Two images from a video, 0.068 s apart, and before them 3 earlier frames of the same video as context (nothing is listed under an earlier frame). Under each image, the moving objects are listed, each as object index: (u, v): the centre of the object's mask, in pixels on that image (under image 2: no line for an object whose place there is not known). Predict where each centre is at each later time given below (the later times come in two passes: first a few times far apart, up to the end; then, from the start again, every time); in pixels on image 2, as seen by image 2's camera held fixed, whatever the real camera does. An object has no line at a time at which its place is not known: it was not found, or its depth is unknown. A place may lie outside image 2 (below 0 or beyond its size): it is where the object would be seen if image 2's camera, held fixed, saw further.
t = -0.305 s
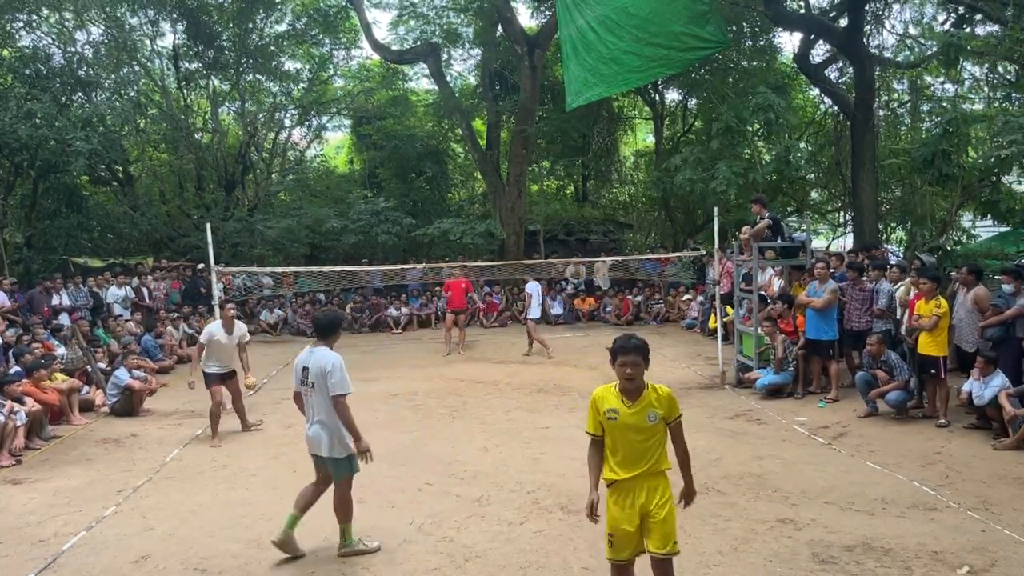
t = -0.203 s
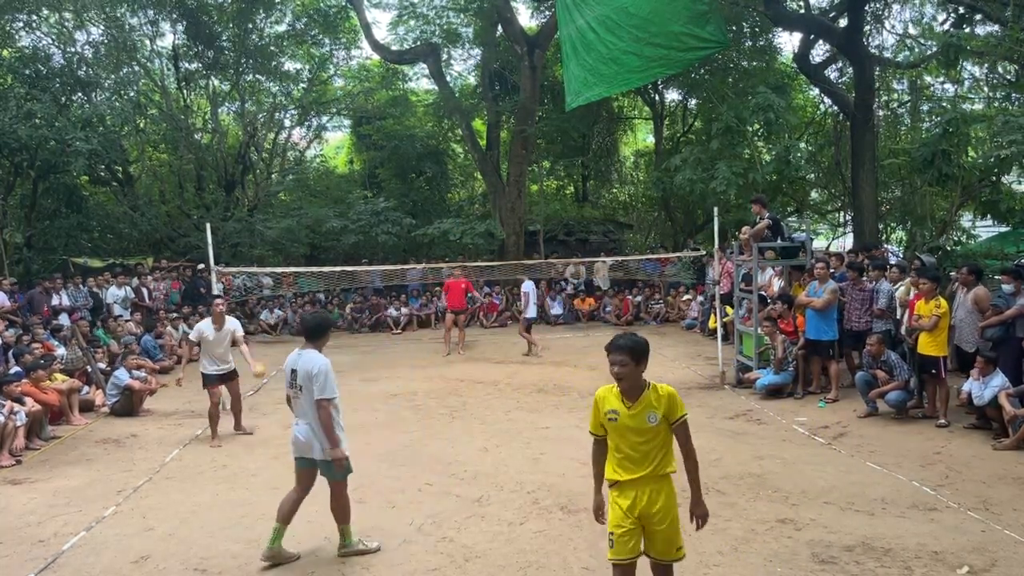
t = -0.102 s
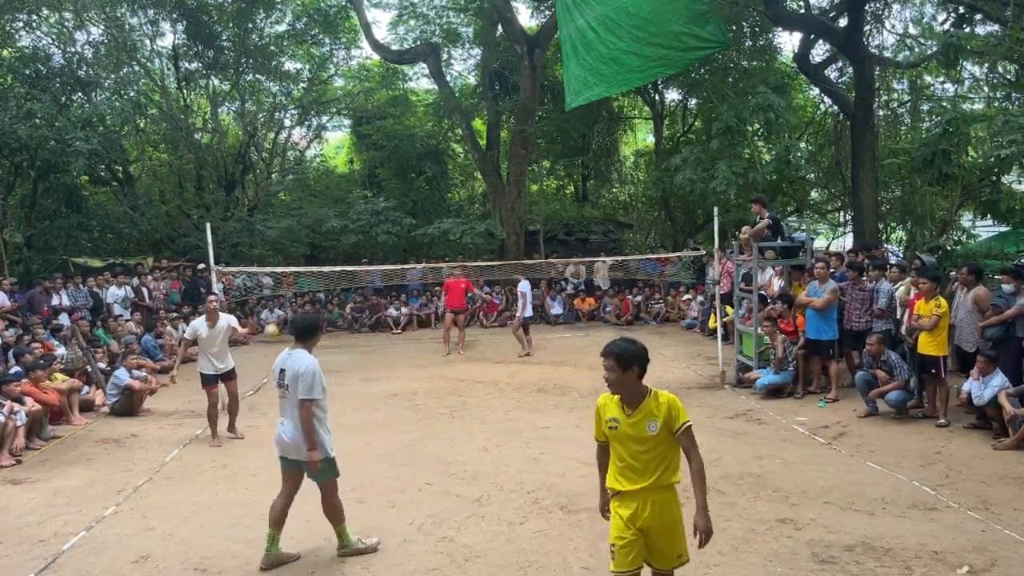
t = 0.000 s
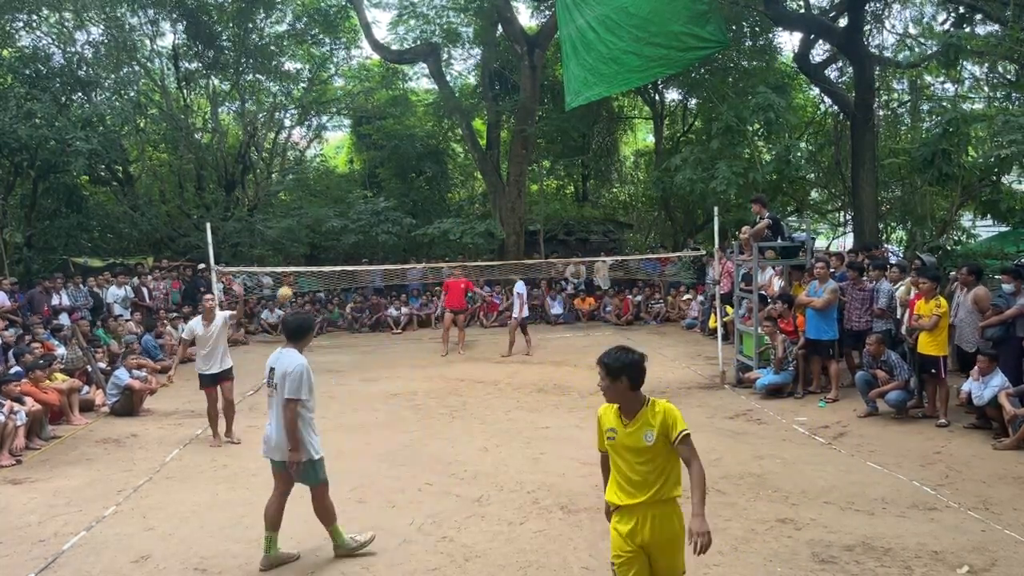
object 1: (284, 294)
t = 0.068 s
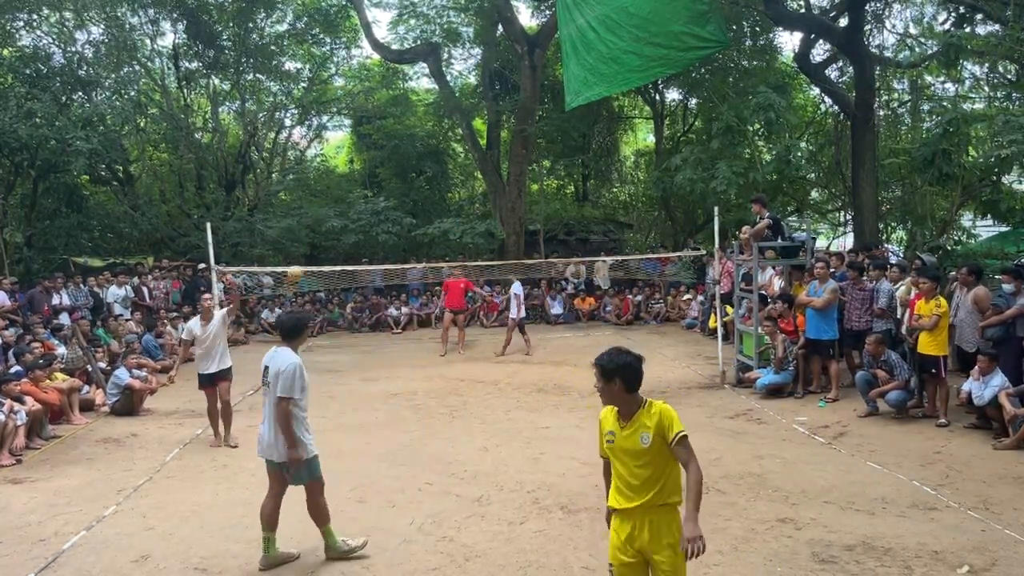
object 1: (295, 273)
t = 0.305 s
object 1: (342, 232)
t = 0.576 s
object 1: (428, 273)
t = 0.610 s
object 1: (442, 287)
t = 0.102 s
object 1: (300, 264)
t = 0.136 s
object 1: (307, 256)
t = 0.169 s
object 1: (313, 249)
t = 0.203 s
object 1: (319, 243)
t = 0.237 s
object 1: (326, 238)
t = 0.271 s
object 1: (334, 234)
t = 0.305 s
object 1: (342, 232)
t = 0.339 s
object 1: (351, 231)
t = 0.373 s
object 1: (360, 231)
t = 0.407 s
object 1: (369, 233)
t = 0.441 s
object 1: (380, 238)
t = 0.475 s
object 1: (391, 243)
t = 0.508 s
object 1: (403, 251)
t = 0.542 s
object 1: (415, 259)
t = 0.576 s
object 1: (428, 273)
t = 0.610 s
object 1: (442, 287)
